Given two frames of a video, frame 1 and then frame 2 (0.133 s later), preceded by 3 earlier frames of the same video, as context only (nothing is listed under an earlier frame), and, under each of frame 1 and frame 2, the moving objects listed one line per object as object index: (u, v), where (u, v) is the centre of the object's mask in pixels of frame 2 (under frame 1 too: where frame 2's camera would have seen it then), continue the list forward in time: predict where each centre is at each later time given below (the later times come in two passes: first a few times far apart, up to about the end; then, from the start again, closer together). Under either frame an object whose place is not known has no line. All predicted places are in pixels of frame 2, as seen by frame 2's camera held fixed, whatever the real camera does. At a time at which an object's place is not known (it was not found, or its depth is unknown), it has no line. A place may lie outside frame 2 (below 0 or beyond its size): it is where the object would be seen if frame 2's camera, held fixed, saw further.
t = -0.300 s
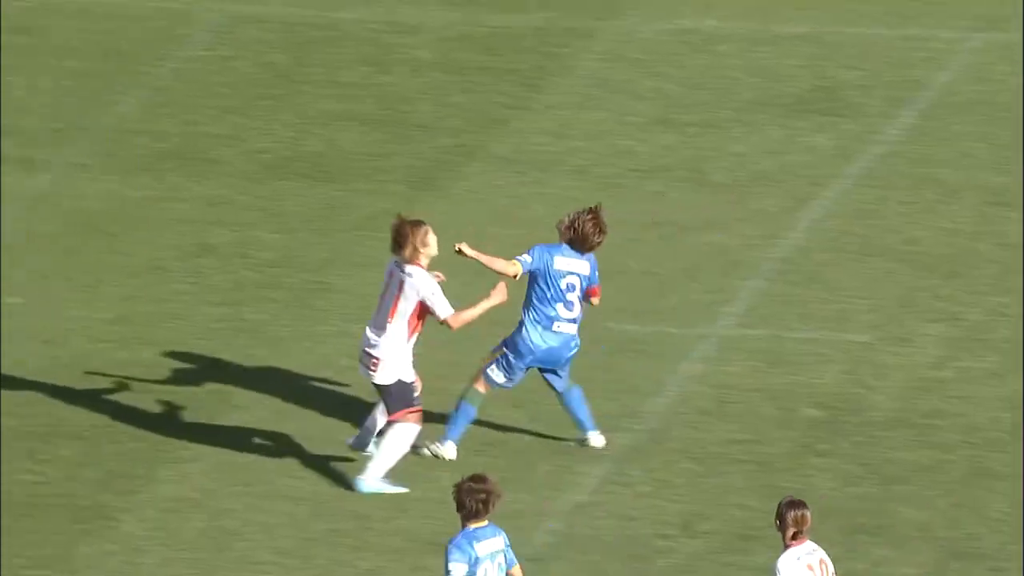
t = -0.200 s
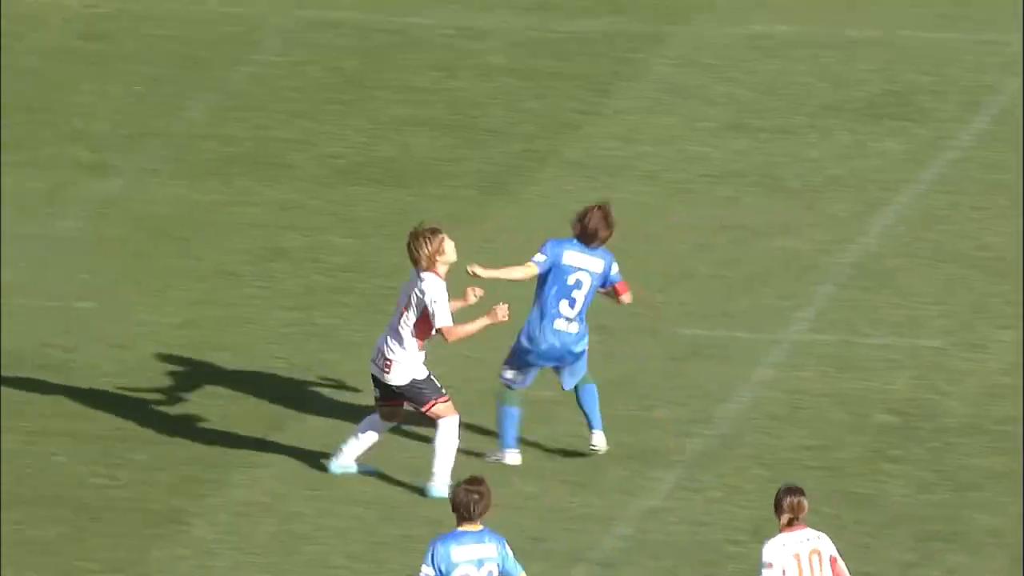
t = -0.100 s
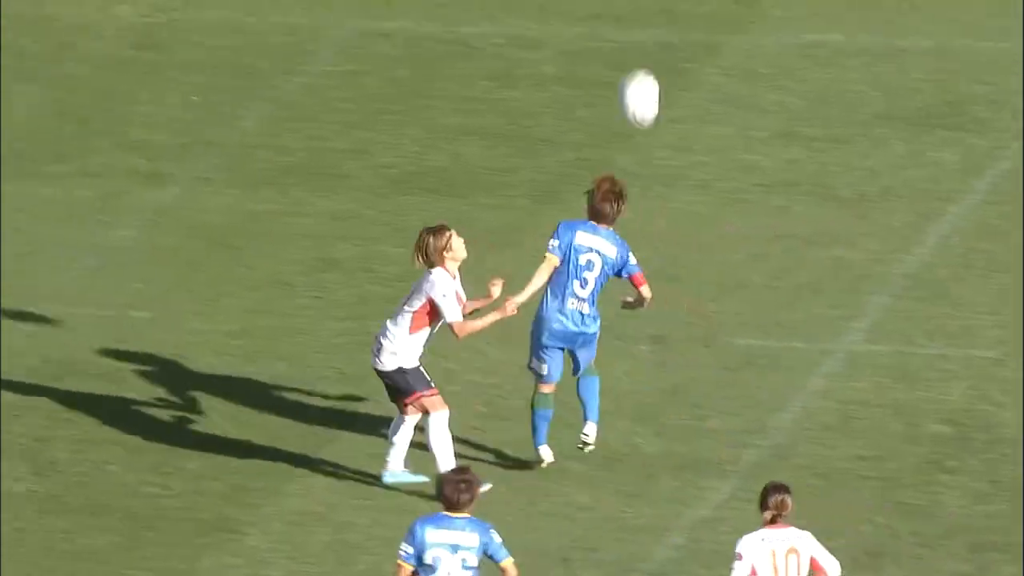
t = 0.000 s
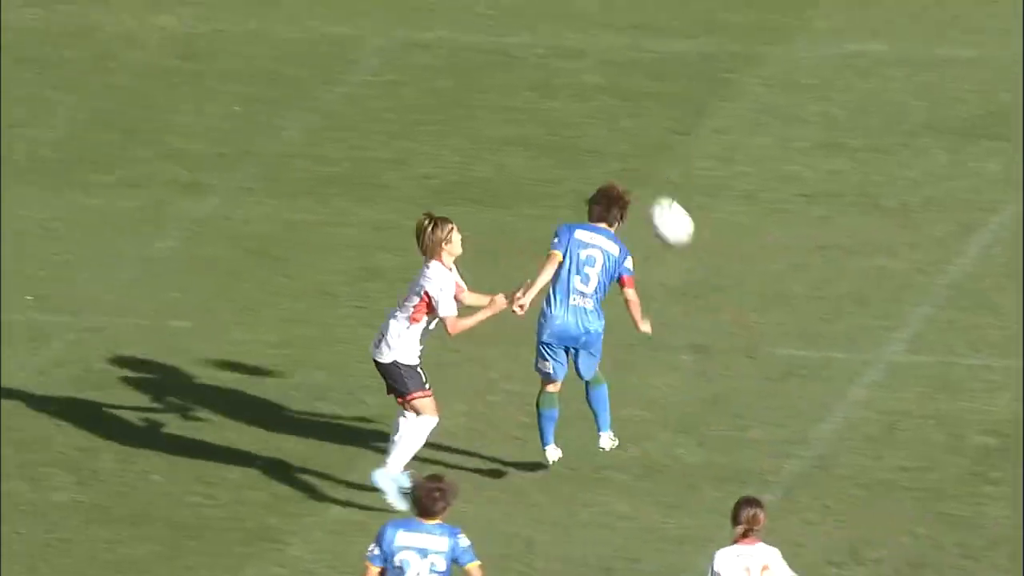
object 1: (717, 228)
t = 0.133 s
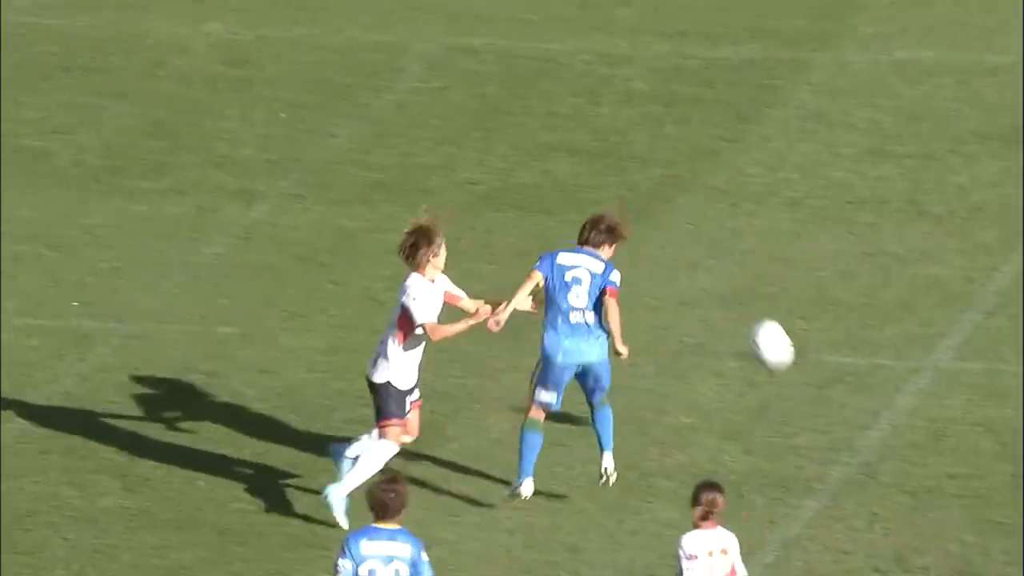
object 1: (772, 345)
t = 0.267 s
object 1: (809, 424)
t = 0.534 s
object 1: (771, 277)
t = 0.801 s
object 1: (732, 256)
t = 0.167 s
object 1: (786, 379)
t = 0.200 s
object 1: (799, 413)
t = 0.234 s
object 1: (812, 447)
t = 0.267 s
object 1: (809, 424)
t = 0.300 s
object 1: (805, 398)
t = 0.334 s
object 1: (800, 375)
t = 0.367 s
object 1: (794, 354)
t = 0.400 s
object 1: (790, 335)
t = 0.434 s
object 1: (785, 317)
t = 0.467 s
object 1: (780, 302)
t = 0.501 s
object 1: (775, 289)
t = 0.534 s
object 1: (771, 277)
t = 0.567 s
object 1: (766, 268)
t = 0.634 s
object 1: (756, 255)
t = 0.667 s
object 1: (751, 252)
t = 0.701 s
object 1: (746, 250)
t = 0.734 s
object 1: (740, 250)
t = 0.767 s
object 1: (737, 253)
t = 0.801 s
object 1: (732, 256)
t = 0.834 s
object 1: (728, 262)
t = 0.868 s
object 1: (724, 271)
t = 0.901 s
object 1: (719, 280)
